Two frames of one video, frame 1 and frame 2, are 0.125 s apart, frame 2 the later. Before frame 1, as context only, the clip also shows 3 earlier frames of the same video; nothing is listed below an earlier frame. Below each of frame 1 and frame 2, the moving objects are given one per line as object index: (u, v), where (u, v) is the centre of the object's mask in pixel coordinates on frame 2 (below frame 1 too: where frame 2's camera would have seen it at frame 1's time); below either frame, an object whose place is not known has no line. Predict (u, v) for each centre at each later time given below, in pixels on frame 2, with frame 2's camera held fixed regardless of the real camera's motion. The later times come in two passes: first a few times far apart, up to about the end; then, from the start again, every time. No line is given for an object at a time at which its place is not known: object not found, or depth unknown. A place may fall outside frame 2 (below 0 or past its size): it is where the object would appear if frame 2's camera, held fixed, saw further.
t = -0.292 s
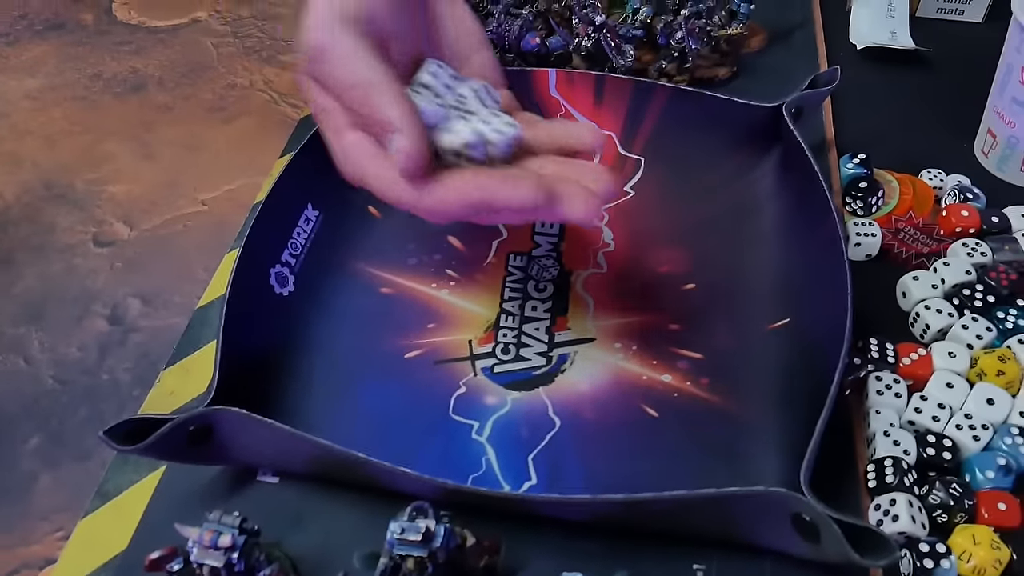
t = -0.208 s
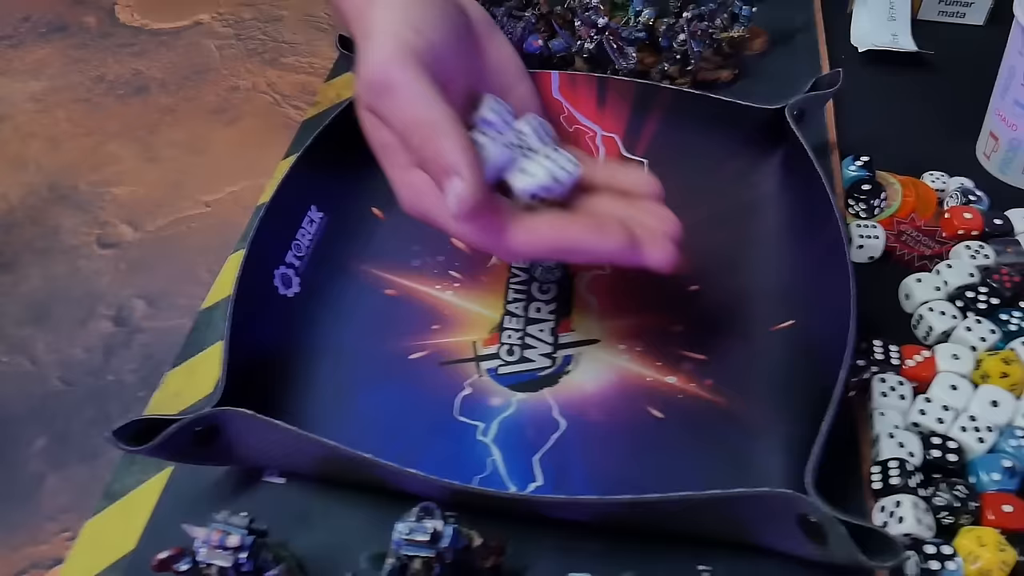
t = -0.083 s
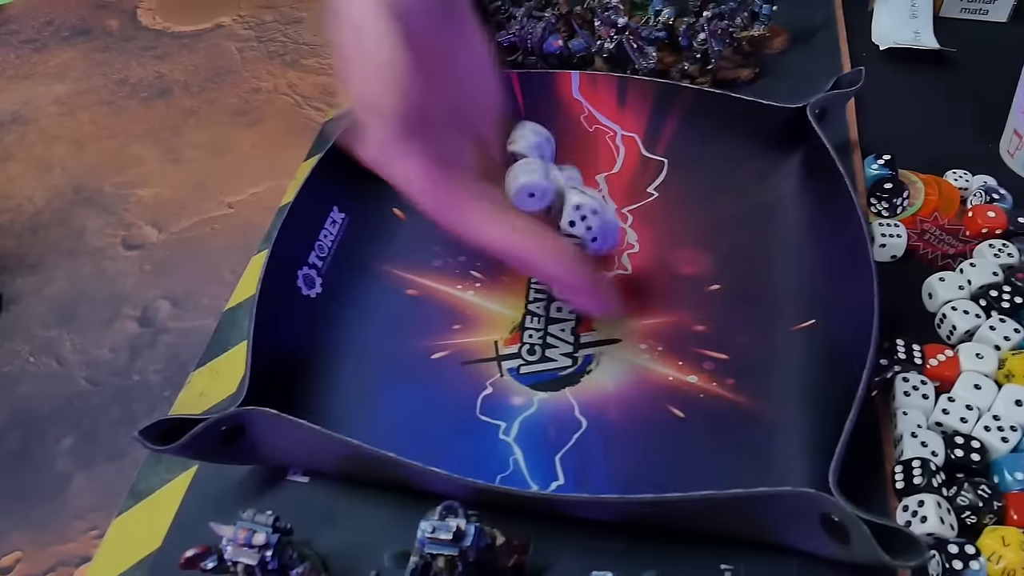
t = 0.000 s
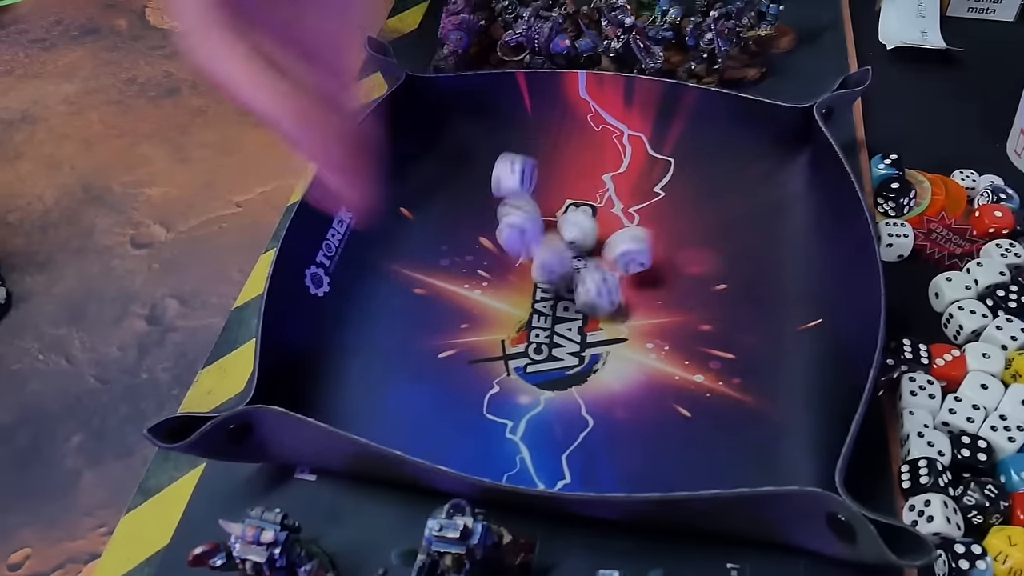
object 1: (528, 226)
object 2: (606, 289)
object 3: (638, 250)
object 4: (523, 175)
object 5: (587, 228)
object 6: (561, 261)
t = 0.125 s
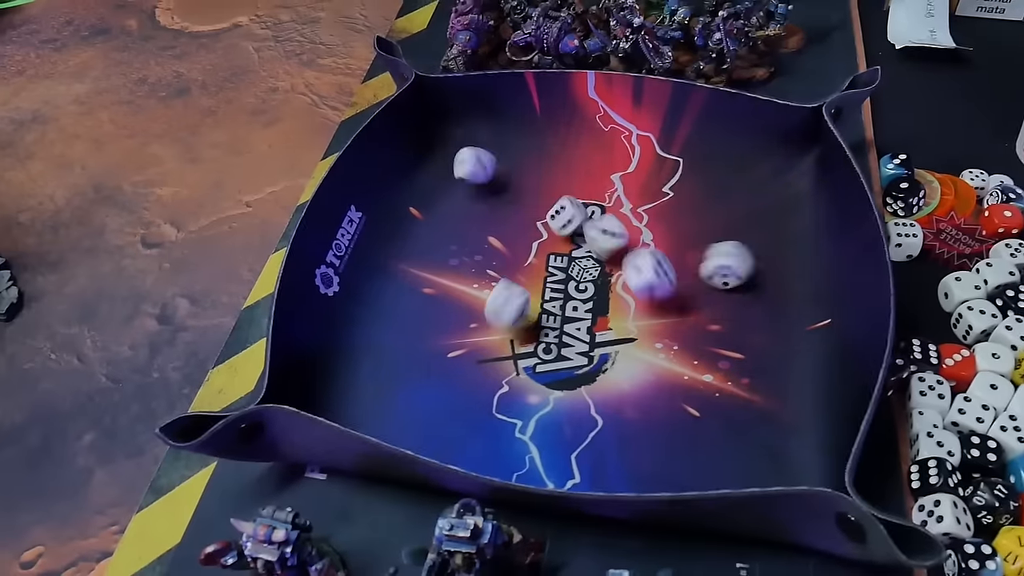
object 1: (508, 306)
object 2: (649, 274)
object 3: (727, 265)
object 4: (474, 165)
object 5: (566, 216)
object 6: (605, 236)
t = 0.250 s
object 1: (459, 388)
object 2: (703, 285)
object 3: (792, 282)
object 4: (418, 150)
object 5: (543, 206)
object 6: (610, 200)
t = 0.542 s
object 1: (477, 445)
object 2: (739, 300)
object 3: (783, 288)
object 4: (431, 158)
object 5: (538, 193)
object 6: (563, 172)
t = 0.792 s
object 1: (476, 445)
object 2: (739, 300)
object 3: (782, 288)
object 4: (431, 158)
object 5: (537, 193)
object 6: (555, 167)
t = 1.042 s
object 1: (476, 445)
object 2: (739, 300)
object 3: (782, 288)
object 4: (431, 158)
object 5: (538, 193)
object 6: (556, 167)
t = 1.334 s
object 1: (476, 445)
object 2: (739, 300)
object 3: (783, 289)
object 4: (431, 158)
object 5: (538, 193)
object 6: (555, 167)
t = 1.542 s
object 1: (476, 445)
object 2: (739, 300)
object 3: (783, 289)
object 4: (431, 158)
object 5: (538, 193)
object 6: (555, 167)
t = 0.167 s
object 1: (496, 329)
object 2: (664, 289)
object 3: (750, 269)
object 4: (456, 158)
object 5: (562, 213)
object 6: (606, 222)
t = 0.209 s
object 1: (475, 354)
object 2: (680, 279)
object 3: (771, 273)
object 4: (432, 150)
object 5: (553, 210)
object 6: (606, 215)
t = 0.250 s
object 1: (459, 388)
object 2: (703, 285)
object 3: (792, 282)
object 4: (418, 150)
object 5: (543, 206)
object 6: (610, 200)
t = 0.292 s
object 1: (454, 409)
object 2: (718, 289)
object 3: (789, 286)
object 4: (421, 153)
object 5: (537, 202)
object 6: (608, 195)
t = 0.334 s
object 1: (457, 429)
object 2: (732, 293)
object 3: (784, 289)
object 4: (427, 156)
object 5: (535, 198)
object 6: (603, 186)
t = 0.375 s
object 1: (463, 442)
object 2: (747, 298)
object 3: (785, 290)
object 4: (430, 157)
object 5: (534, 195)
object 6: (597, 183)
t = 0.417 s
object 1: (471, 448)
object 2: (745, 301)
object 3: (786, 288)
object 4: (431, 157)
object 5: (536, 193)
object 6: (588, 179)
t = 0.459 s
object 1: (476, 446)
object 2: (740, 301)
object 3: (783, 288)
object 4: (431, 157)
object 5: (538, 193)
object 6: (581, 176)
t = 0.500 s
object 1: (476, 445)
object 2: (739, 300)
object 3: (782, 289)
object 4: (431, 157)
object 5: (538, 193)
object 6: (572, 174)
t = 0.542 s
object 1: (477, 445)
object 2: (739, 300)
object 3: (783, 288)
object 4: (431, 158)
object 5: (538, 193)
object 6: (563, 172)
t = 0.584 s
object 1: (476, 445)
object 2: (739, 300)
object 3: (782, 289)
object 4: (431, 157)
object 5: (538, 193)
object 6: (557, 167)
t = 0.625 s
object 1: (476, 445)
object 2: (739, 300)
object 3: (783, 288)
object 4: (431, 158)
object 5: (538, 193)
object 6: (556, 167)
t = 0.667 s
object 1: (477, 445)
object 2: (739, 300)
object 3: (782, 288)
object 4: (431, 158)
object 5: (538, 193)
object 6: (555, 167)
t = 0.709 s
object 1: (476, 445)
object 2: (739, 300)
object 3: (782, 288)
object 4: (431, 157)
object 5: (538, 193)
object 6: (556, 167)
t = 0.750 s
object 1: (476, 445)
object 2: (739, 300)
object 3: (782, 288)
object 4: (431, 158)
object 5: (538, 193)
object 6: (556, 167)
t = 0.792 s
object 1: (476, 445)
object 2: (739, 300)
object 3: (782, 288)
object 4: (431, 158)
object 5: (537, 193)
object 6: (555, 167)
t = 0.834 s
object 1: (476, 445)
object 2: (739, 300)
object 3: (782, 288)
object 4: (431, 158)
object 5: (537, 193)
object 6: (555, 167)
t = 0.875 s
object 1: (476, 445)
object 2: (739, 300)
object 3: (782, 288)
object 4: (431, 158)
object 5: (537, 193)
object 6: (555, 167)
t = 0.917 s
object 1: (476, 445)
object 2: (739, 300)
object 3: (782, 288)
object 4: (431, 158)
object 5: (538, 193)
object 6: (555, 167)
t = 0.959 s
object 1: (476, 445)
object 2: (739, 300)
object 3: (782, 288)
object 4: (431, 158)
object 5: (538, 193)
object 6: (556, 167)
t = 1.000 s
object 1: (476, 445)
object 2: (739, 300)
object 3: (782, 288)
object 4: (431, 158)
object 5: (538, 193)
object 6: (556, 167)
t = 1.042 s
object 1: (476, 445)
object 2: (739, 300)
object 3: (782, 288)
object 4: (431, 158)
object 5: (538, 193)
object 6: (556, 167)
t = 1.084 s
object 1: (476, 445)
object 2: (739, 300)
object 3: (783, 288)
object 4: (431, 158)
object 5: (538, 193)
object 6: (556, 167)
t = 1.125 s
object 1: (476, 445)
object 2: (739, 300)
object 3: (783, 288)
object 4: (431, 158)
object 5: (538, 193)
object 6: (556, 167)
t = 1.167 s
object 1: (476, 445)
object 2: (739, 300)
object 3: (782, 289)
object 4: (431, 157)
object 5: (537, 193)
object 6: (555, 167)
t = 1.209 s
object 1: (476, 445)
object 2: (739, 300)
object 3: (783, 289)
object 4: (431, 157)
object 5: (537, 193)
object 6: (555, 167)
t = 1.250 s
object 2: (739, 300)
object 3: (783, 289)
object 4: (431, 158)
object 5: (538, 193)
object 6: (556, 167)
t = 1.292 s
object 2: (739, 300)
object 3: (783, 288)
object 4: (431, 158)
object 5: (538, 193)
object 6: (555, 167)
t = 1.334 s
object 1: (476, 445)
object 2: (739, 300)
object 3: (783, 289)
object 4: (431, 158)
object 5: (538, 193)
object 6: (555, 167)
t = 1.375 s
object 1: (476, 445)
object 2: (739, 300)
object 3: (783, 288)
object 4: (431, 158)
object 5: (538, 193)
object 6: (555, 167)
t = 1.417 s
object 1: (476, 445)
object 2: (739, 300)
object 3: (783, 289)
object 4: (431, 158)
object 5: (538, 193)
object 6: (555, 167)
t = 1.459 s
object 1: (476, 445)
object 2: (739, 300)
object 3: (783, 289)
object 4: (431, 158)
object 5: (538, 193)
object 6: (555, 167)
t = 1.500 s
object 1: (476, 445)
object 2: (739, 300)
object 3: (782, 289)
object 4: (431, 158)
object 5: (538, 193)
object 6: (555, 167)
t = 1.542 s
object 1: (476, 445)
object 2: (739, 300)
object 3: (783, 289)
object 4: (431, 158)
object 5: (538, 193)
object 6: (555, 167)
